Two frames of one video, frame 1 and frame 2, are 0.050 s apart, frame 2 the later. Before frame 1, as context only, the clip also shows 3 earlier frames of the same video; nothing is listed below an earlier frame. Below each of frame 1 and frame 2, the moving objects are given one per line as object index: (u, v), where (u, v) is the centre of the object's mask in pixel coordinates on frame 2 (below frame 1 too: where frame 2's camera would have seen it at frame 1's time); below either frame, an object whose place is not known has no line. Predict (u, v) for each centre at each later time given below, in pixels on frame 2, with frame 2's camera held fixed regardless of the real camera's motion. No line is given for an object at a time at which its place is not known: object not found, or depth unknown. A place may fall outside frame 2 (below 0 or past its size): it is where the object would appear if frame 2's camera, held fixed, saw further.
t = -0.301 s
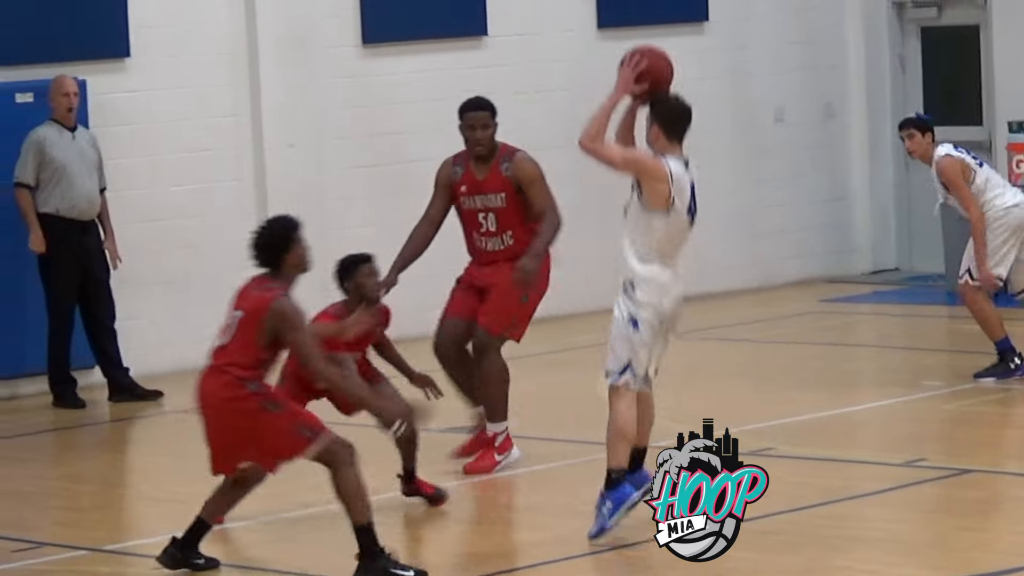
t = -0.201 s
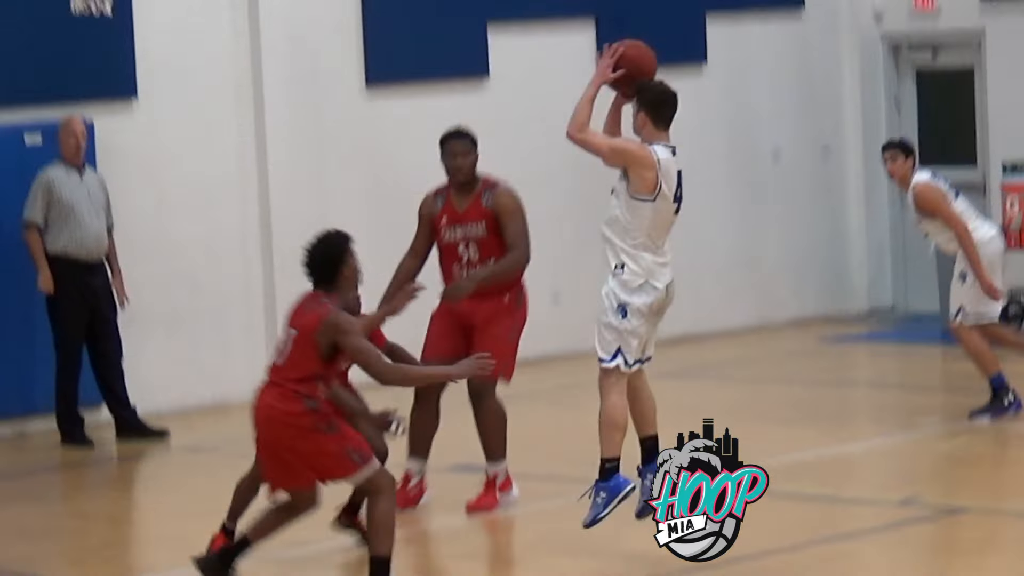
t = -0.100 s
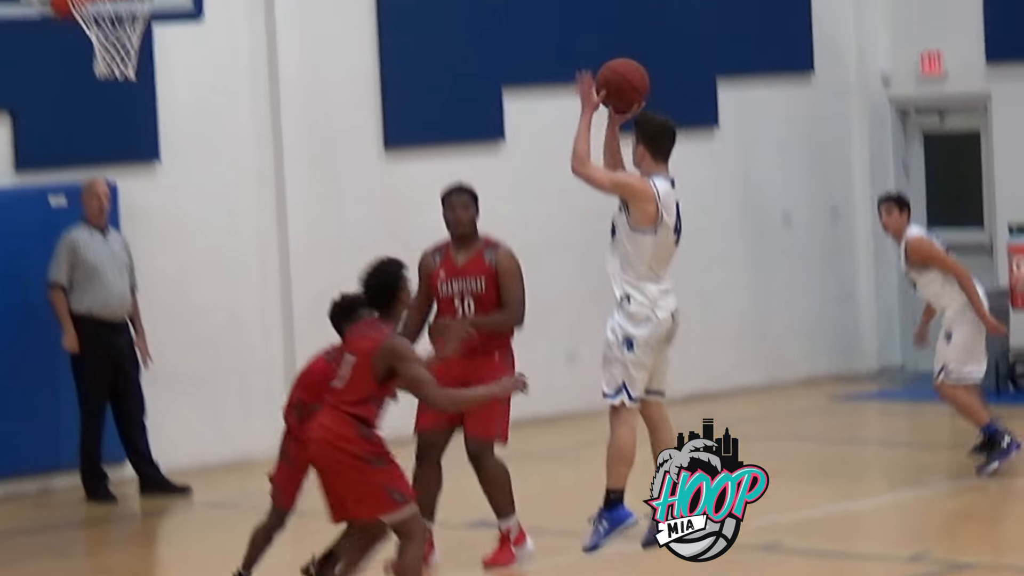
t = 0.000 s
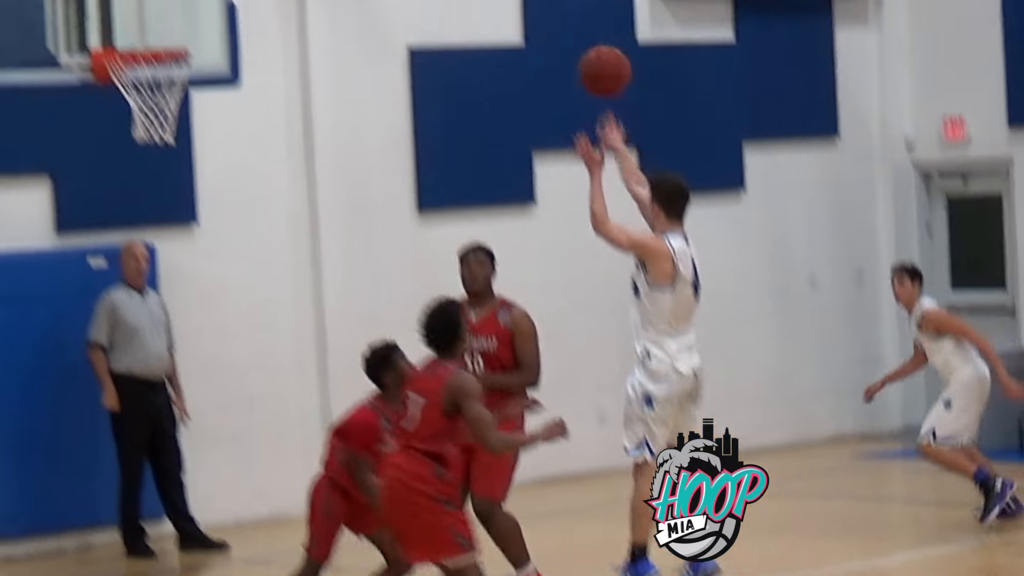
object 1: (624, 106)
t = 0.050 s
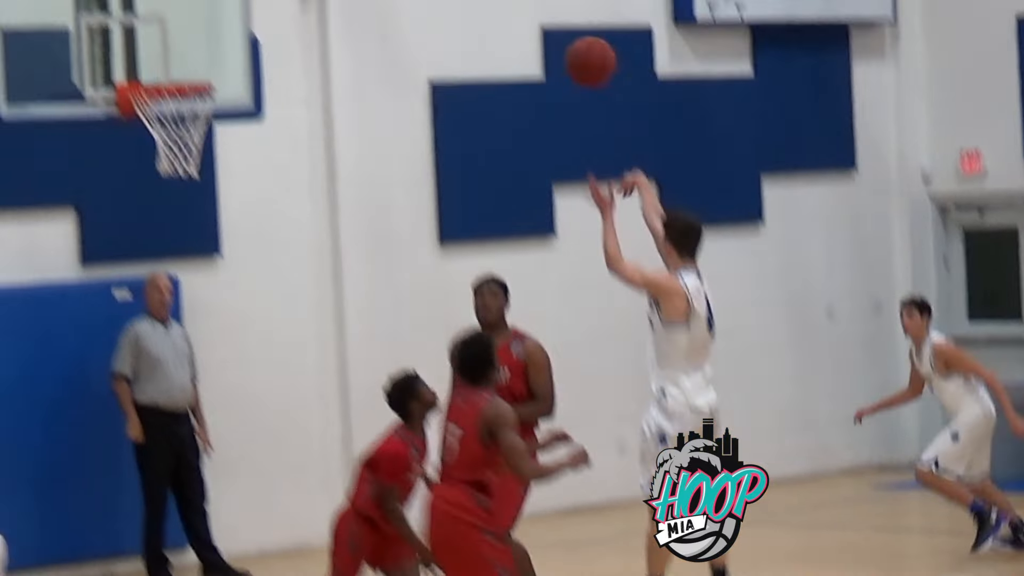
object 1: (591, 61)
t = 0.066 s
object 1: (579, 49)
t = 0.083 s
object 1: (568, 37)
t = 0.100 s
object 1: (557, 26)
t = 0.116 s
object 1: (547, 15)
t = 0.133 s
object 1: (537, 4)
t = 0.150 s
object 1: (527, -5)
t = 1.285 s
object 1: (198, 127)
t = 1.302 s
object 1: (198, 128)
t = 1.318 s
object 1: (193, 132)
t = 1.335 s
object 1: (193, 133)
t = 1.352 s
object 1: (192, 135)
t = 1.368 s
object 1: (189, 138)
